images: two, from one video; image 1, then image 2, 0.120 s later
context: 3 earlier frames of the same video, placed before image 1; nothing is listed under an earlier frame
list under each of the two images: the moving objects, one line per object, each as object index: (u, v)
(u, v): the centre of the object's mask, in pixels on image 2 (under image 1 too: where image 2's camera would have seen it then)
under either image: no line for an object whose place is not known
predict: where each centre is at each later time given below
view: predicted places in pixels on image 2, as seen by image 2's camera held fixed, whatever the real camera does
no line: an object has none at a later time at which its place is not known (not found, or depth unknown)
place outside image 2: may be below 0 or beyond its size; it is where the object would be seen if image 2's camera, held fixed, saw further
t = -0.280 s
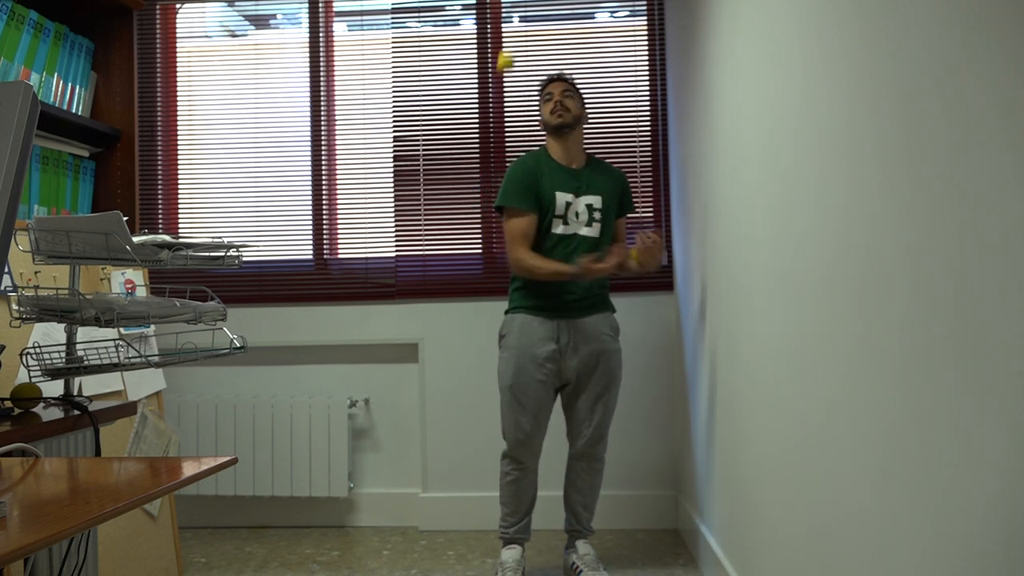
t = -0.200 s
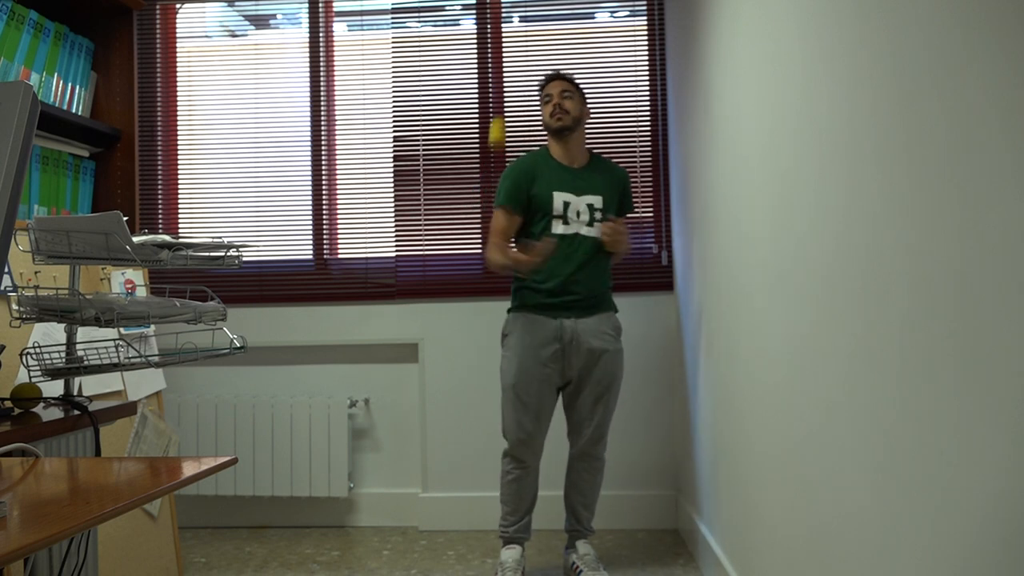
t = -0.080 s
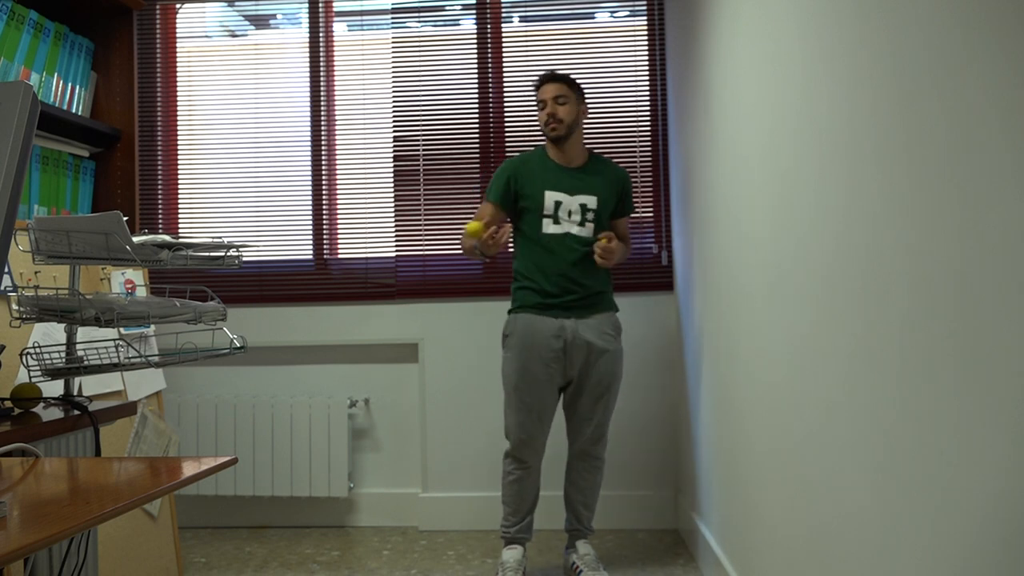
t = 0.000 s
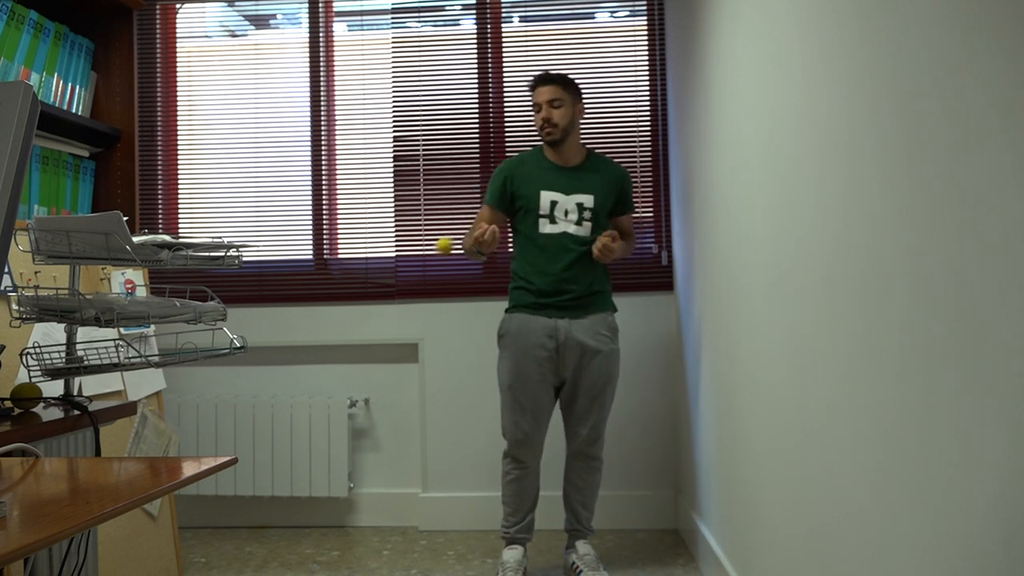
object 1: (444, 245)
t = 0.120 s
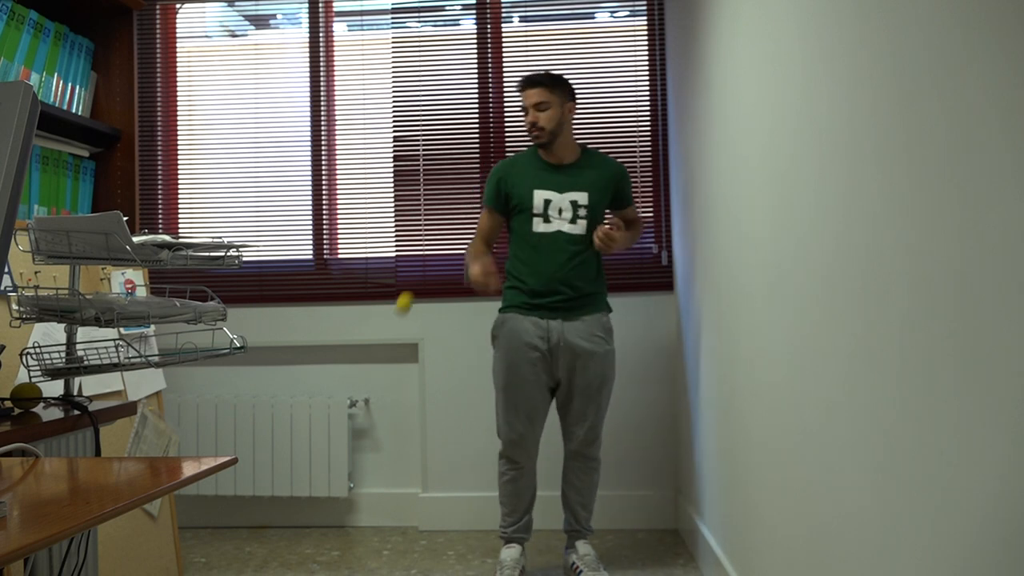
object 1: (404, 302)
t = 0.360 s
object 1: (337, 525)
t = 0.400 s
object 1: (328, 545)
